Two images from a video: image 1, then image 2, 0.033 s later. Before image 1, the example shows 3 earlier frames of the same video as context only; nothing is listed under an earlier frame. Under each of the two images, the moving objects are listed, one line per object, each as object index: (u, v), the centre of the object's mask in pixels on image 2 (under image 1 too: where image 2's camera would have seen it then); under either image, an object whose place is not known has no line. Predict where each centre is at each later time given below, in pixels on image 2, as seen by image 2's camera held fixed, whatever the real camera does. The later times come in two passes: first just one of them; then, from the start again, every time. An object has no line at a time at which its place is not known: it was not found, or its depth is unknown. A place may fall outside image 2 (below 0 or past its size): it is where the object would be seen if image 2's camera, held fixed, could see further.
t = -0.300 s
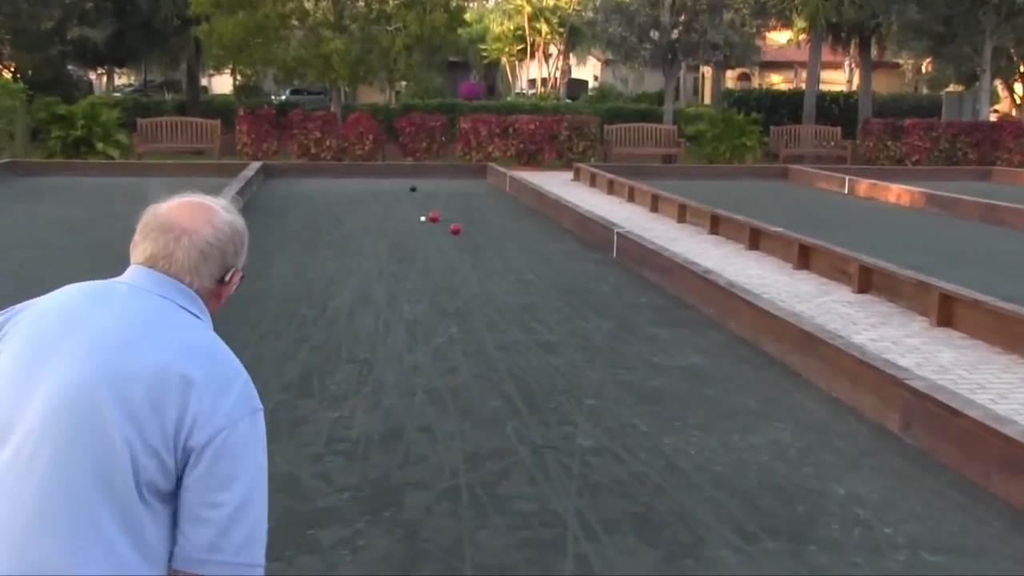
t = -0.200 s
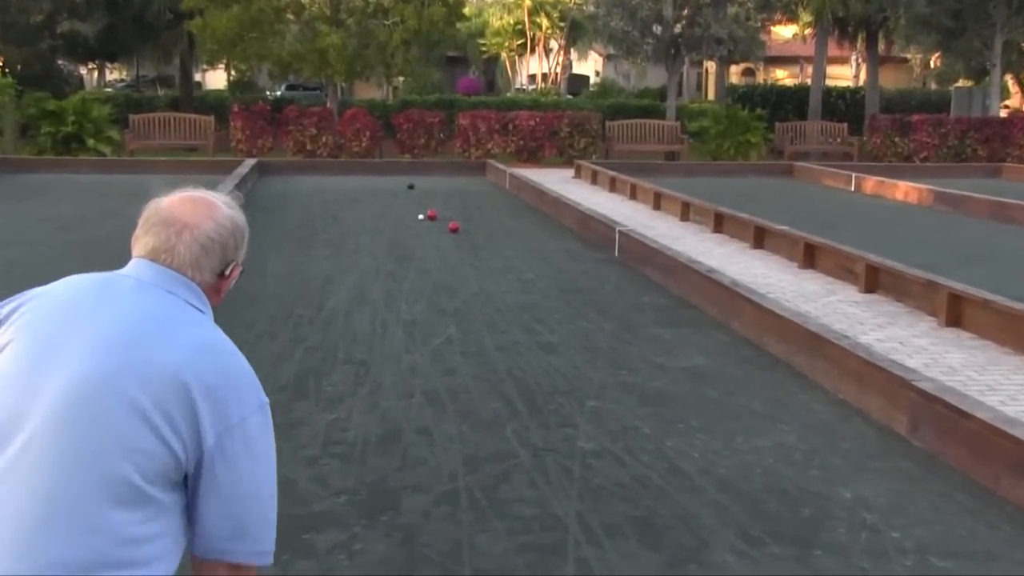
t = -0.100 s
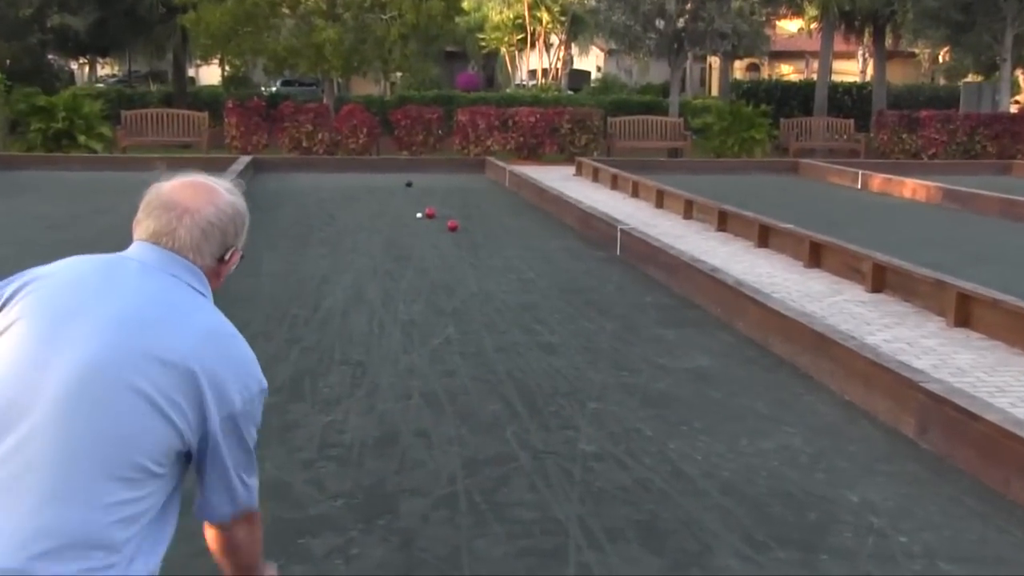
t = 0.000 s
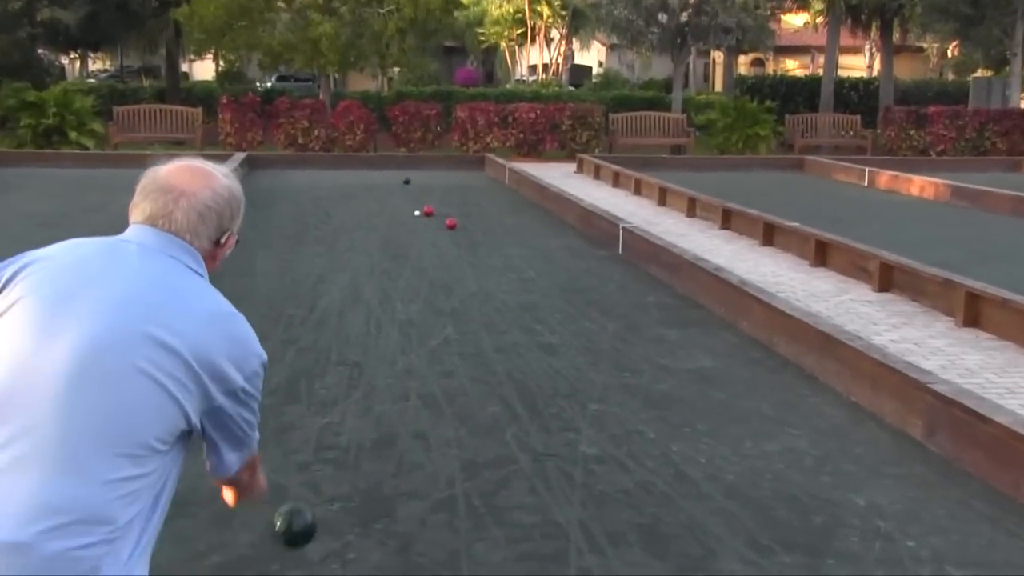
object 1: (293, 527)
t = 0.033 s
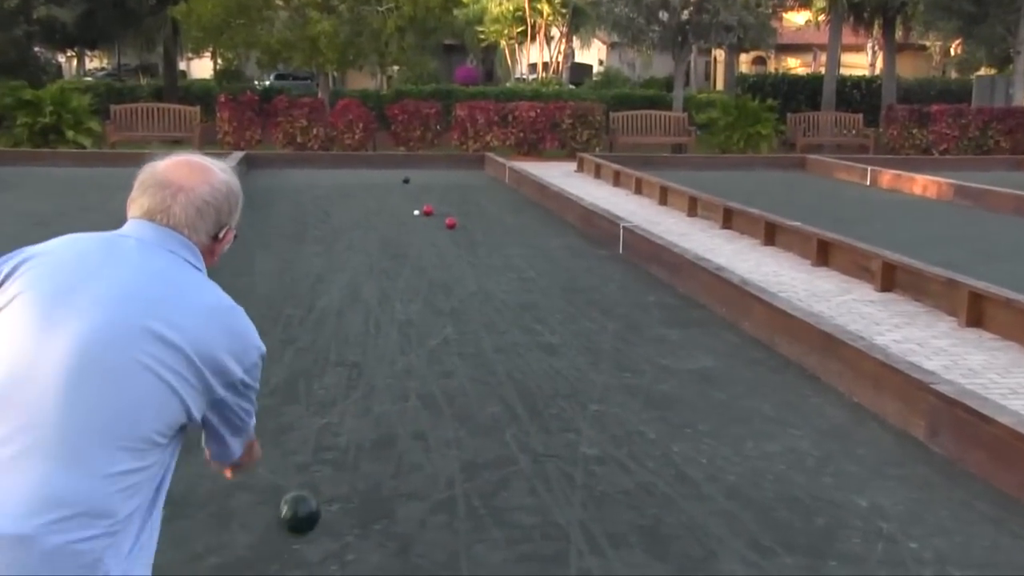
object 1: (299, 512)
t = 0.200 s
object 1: (327, 506)
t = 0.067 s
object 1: (305, 503)
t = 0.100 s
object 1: (311, 499)
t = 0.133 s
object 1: (317, 498)
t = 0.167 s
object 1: (322, 500)
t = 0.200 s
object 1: (327, 506)
